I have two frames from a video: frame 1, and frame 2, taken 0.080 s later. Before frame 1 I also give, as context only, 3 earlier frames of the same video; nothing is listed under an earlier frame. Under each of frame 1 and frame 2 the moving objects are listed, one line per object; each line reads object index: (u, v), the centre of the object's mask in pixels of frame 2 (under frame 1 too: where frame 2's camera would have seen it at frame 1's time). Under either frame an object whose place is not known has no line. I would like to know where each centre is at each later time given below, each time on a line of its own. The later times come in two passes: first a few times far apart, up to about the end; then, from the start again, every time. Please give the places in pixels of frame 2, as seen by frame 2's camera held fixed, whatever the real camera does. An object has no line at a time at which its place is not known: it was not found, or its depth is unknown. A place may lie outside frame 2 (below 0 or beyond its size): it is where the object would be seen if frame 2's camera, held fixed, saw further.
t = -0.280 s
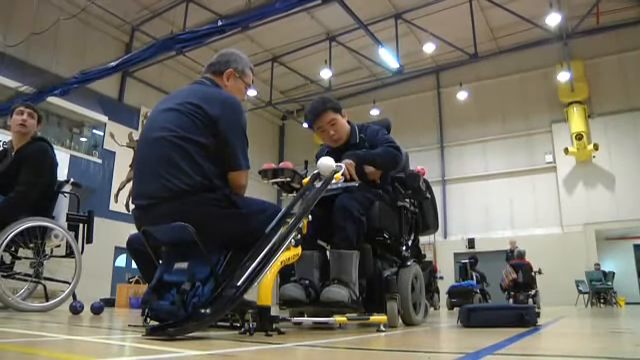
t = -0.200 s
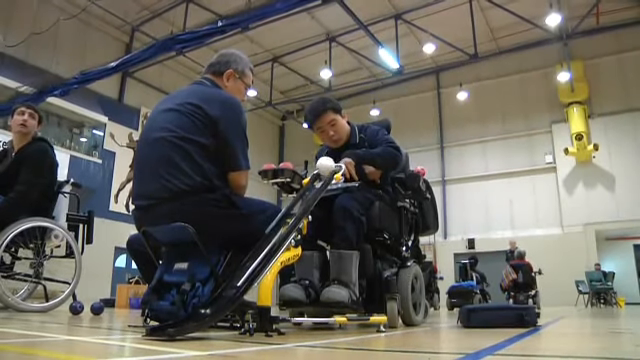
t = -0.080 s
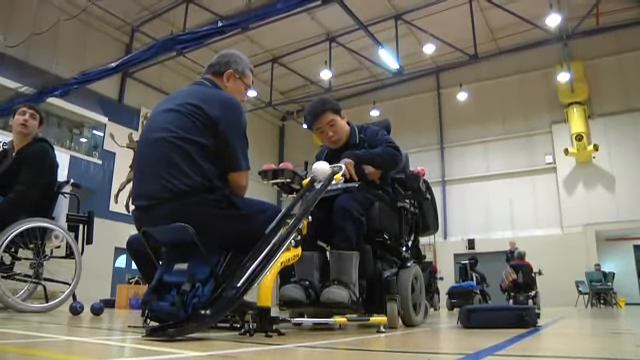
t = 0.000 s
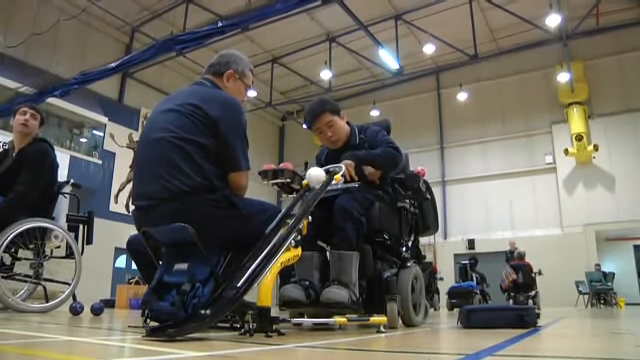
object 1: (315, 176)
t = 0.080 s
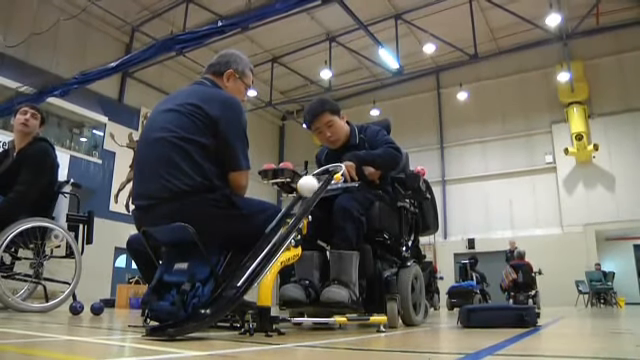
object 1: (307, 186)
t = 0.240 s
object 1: (282, 215)
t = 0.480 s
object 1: (208, 300)
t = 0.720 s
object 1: (40, 325)
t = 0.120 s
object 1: (303, 190)
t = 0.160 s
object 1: (298, 197)
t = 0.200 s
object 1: (290, 205)
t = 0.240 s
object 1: (282, 215)
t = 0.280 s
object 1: (274, 225)
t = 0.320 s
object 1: (264, 237)
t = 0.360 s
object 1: (253, 249)
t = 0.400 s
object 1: (240, 265)
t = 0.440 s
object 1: (224, 282)
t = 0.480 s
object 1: (208, 300)
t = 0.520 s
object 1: (187, 312)
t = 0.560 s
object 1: (162, 319)
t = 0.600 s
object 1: (135, 324)
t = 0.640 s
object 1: (108, 323)
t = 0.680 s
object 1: (75, 322)
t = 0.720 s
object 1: (40, 325)
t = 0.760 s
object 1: (10, 325)
